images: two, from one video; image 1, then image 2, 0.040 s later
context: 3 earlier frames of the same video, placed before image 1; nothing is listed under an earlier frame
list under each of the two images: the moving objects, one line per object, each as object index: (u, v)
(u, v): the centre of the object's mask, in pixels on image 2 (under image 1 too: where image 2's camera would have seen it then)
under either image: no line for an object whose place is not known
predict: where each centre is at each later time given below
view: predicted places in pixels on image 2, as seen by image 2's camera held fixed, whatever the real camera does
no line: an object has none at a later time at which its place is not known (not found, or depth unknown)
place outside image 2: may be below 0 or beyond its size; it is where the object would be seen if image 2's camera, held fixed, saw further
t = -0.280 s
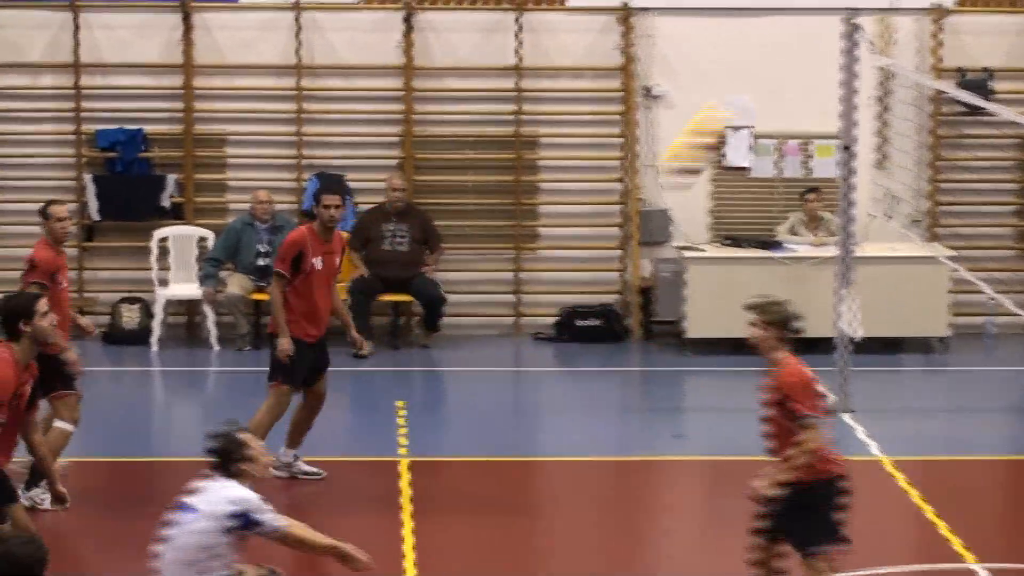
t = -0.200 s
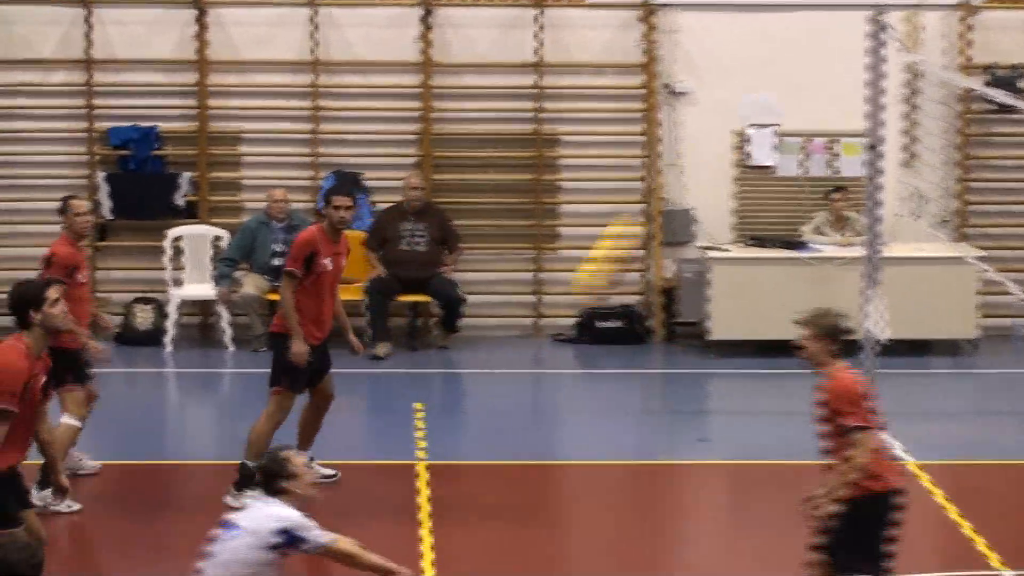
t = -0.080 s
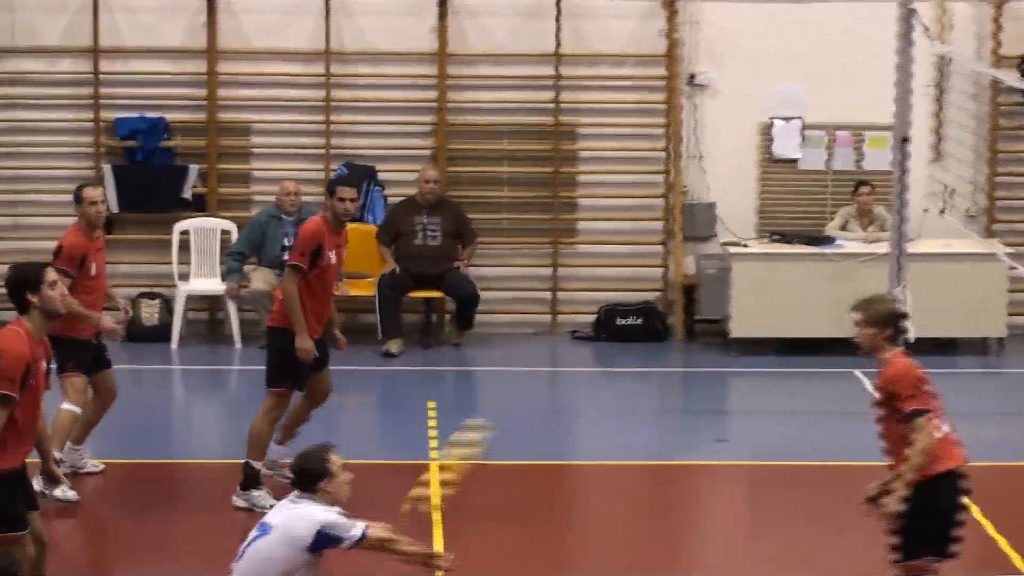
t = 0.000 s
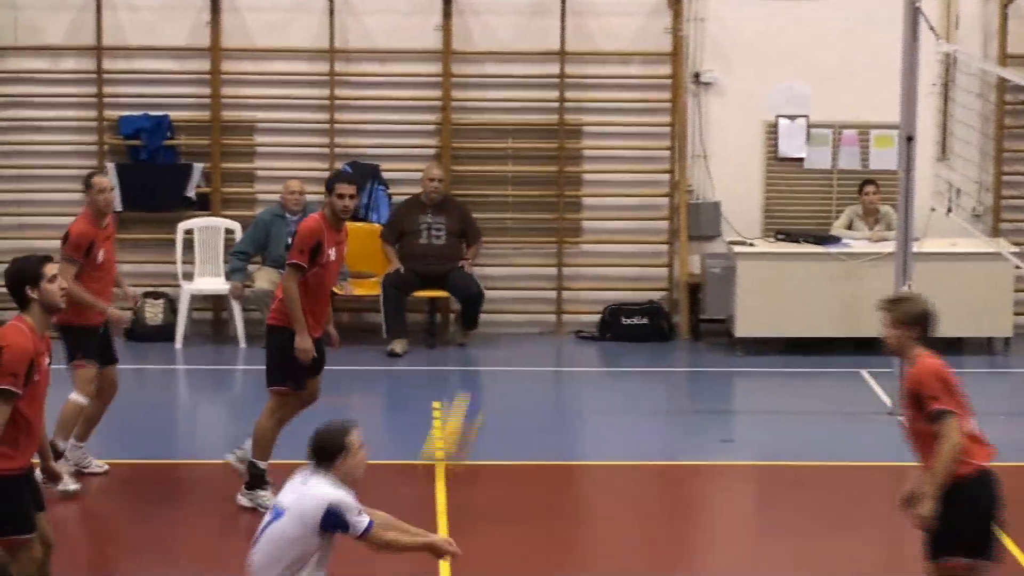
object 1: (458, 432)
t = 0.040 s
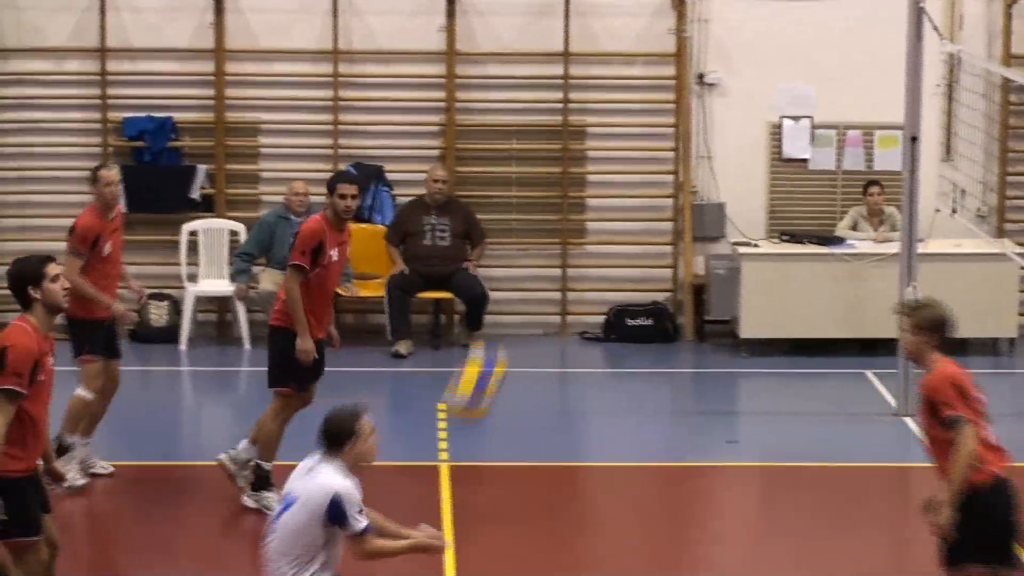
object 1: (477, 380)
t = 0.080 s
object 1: (496, 330)
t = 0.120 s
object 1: (514, 284)
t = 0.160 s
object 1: (538, 235)
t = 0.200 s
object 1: (557, 194)
